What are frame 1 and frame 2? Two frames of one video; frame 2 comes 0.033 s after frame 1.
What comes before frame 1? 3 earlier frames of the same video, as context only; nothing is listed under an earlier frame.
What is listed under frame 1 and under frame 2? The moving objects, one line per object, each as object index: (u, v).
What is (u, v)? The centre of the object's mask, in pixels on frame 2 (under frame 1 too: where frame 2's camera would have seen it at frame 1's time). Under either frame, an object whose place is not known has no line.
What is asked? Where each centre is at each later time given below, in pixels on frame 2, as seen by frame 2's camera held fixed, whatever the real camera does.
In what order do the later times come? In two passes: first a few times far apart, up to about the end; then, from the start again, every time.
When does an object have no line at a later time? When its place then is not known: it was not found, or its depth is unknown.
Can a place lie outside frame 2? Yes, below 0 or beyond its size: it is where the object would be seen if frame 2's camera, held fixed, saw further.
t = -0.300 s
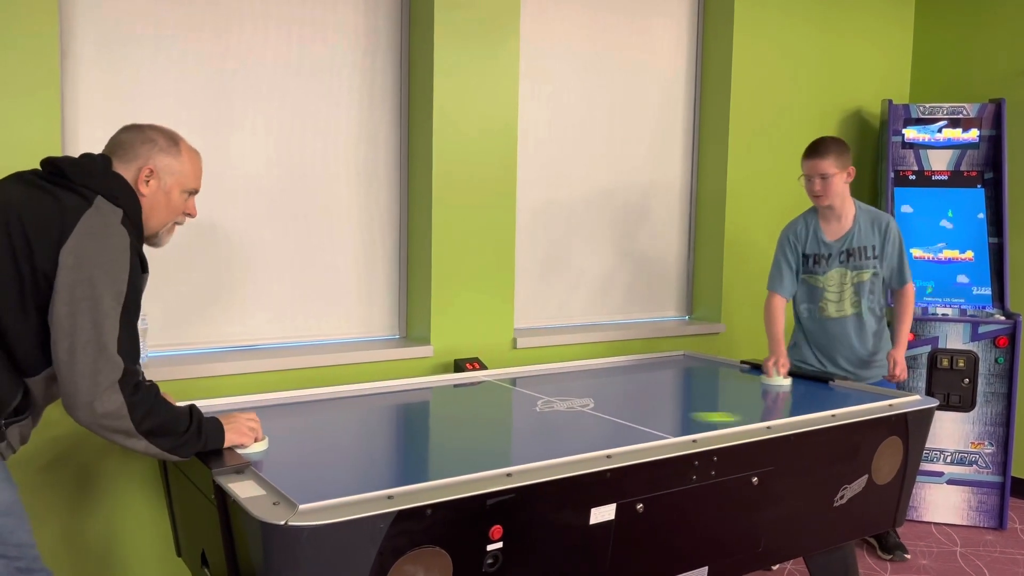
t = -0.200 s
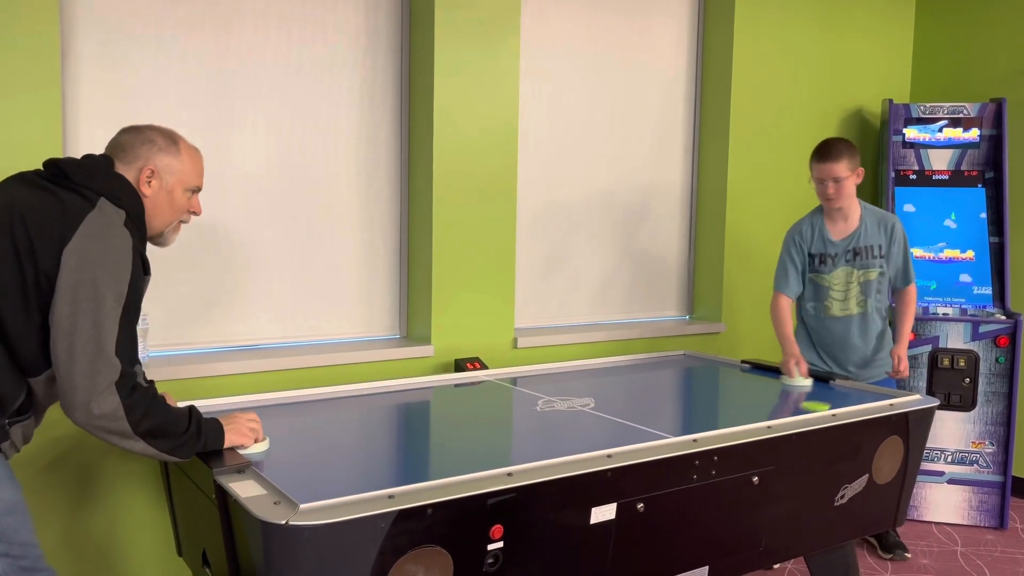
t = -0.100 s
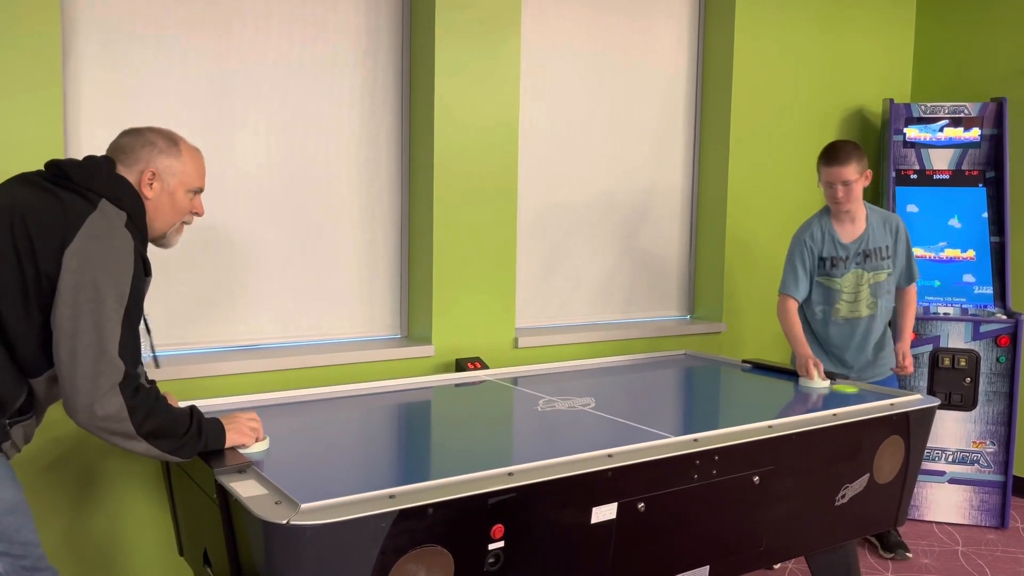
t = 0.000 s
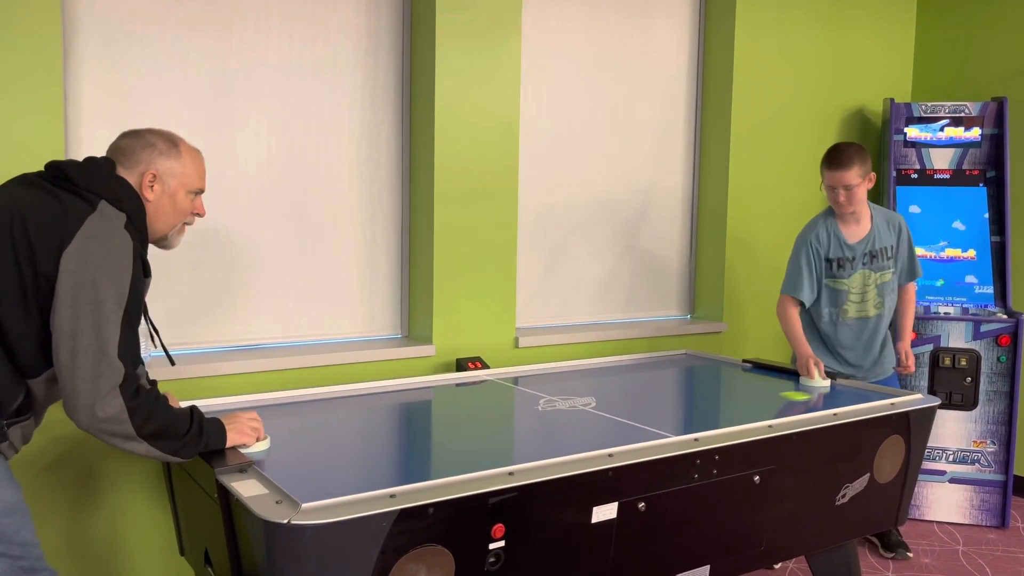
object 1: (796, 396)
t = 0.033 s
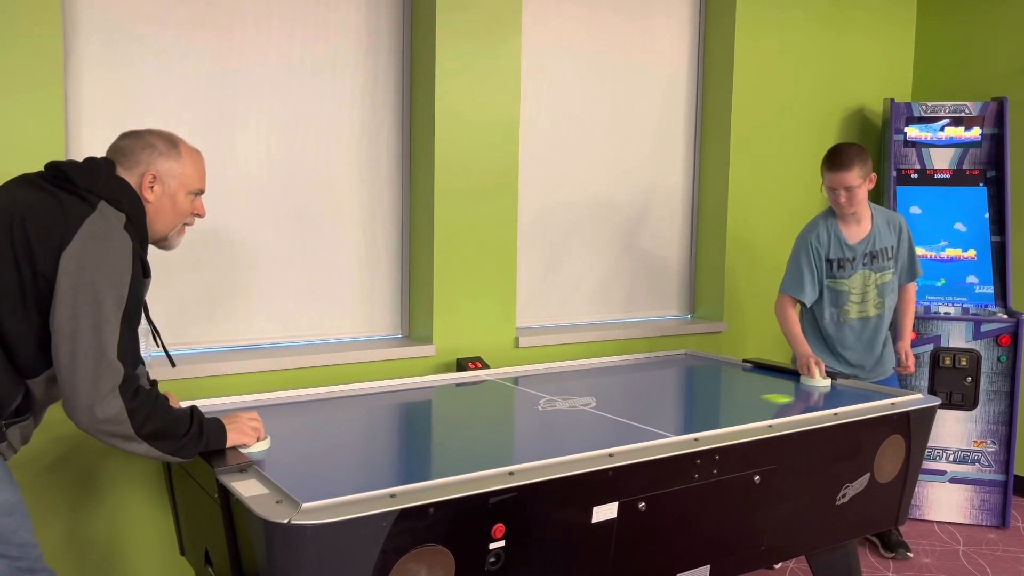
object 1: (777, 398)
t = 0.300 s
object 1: (601, 425)
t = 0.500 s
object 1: (425, 454)
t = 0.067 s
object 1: (758, 401)
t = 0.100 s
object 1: (738, 404)
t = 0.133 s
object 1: (718, 408)
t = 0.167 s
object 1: (696, 411)
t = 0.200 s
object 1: (674, 414)
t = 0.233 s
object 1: (649, 418)
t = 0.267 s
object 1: (626, 421)
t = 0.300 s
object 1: (601, 425)
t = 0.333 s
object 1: (575, 429)
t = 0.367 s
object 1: (547, 434)
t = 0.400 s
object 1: (519, 438)
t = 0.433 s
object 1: (489, 443)
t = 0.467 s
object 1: (458, 448)
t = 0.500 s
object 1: (425, 454)
